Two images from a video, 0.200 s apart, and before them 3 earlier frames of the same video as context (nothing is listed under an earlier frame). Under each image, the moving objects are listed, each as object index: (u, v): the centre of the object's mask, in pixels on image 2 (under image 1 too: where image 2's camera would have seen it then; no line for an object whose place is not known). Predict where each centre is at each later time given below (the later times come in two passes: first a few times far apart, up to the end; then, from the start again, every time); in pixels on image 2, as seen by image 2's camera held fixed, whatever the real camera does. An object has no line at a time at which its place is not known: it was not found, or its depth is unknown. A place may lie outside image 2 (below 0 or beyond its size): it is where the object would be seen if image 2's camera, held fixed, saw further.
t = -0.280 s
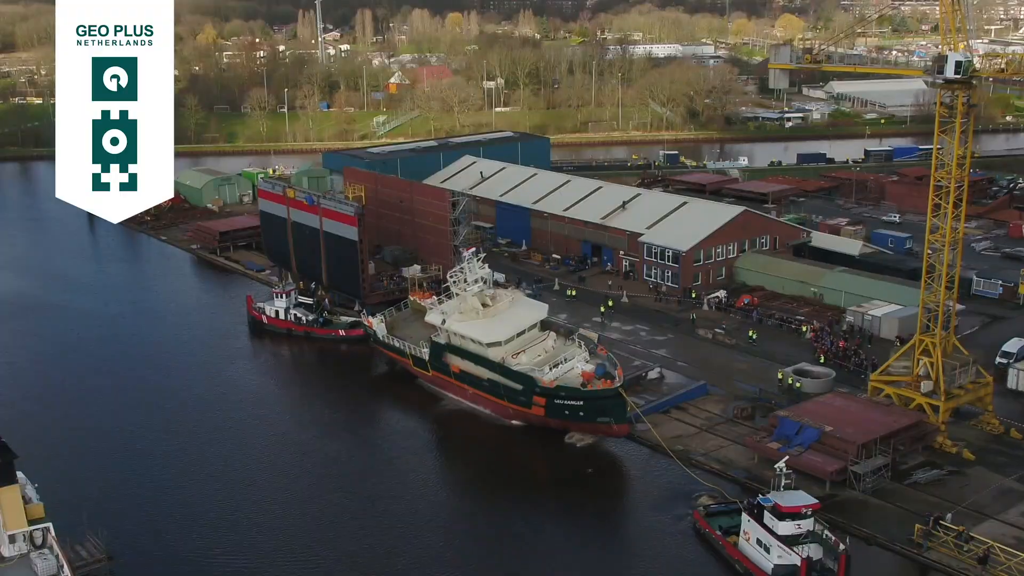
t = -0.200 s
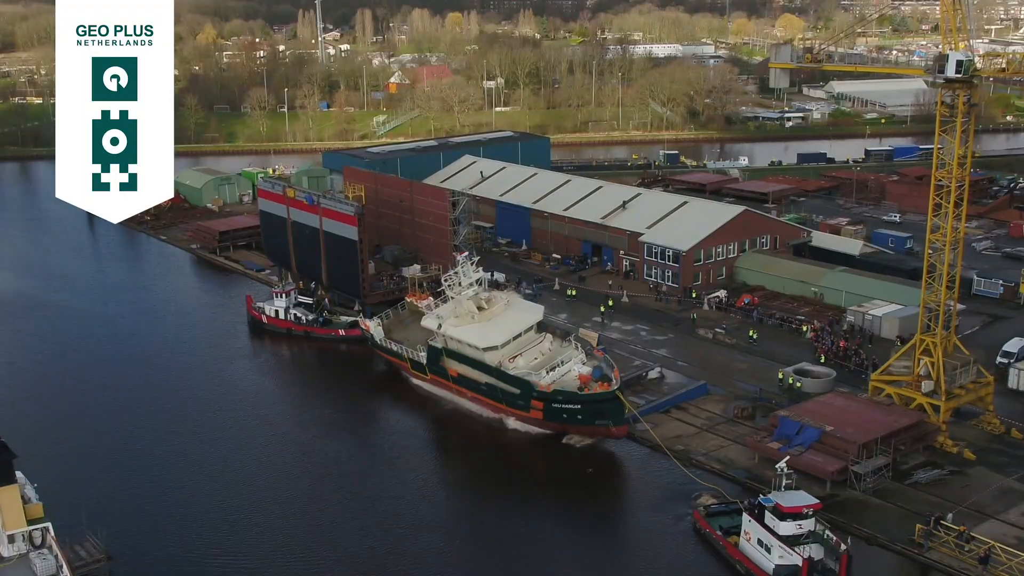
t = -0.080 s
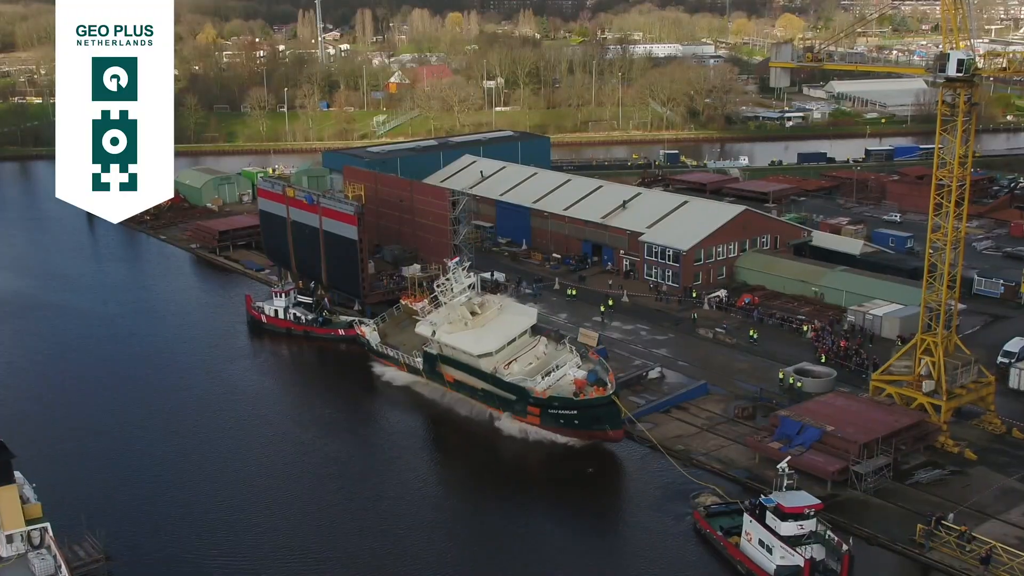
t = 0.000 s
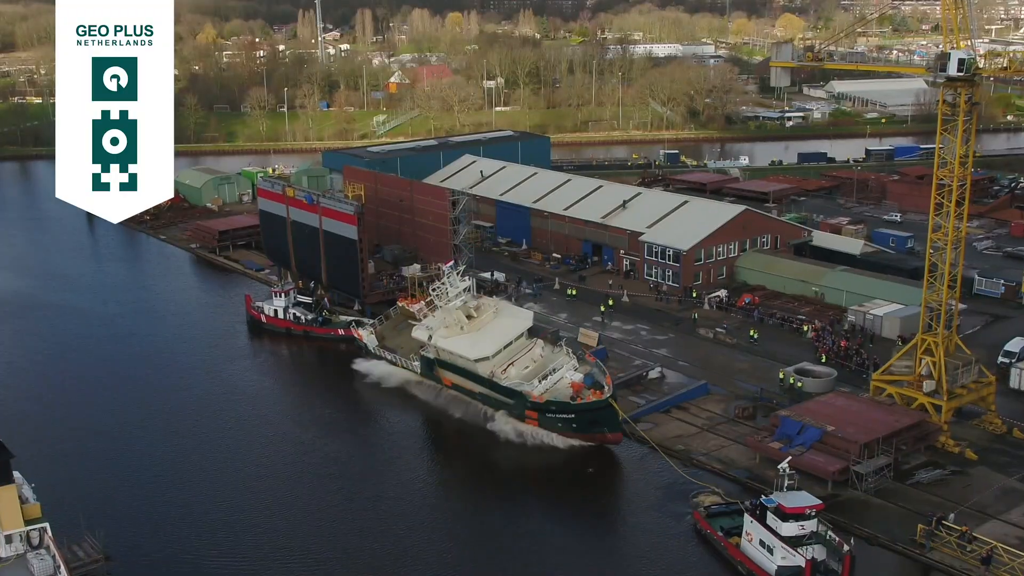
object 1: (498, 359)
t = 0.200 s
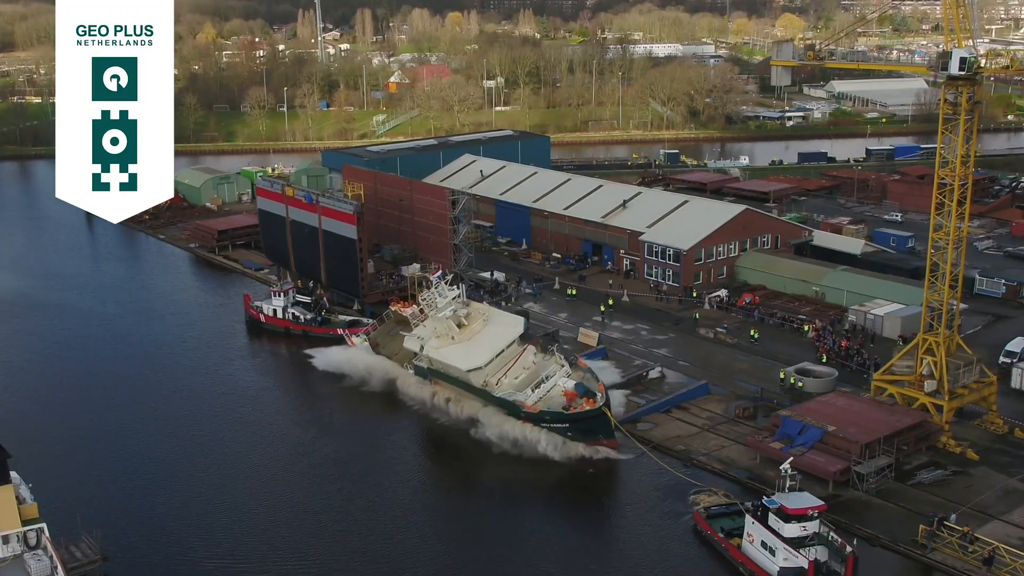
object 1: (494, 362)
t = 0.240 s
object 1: (493, 362)
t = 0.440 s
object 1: (488, 365)
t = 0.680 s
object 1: (479, 369)
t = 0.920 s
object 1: (481, 376)
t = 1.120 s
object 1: (477, 379)
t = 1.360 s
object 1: (472, 384)
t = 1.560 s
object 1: (469, 385)
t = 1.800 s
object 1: (465, 385)
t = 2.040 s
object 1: (465, 384)
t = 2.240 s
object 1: (464, 382)
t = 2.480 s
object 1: (465, 380)
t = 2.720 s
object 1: (465, 378)
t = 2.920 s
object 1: (465, 378)
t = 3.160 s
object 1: (465, 378)
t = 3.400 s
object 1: (465, 379)
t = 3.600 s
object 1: (465, 379)
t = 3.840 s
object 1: (466, 381)
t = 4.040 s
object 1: (467, 382)
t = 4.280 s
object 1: (467, 383)
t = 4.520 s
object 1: (465, 384)
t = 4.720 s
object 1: (463, 385)
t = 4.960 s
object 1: (464, 385)
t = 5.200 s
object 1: (463, 385)
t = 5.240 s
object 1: (463, 385)
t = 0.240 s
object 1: (493, 362)
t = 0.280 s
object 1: (492, 363)
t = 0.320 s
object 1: (491, 363)
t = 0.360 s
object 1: (491, 363)
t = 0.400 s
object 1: (490, 364)
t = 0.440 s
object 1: (488, 365)
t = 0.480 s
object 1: (486, 366)
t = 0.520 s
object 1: (485, 367)
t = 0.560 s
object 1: (483, 367)
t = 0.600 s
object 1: (482, 368)
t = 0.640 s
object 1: (481, 368)
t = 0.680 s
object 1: (479, 369)
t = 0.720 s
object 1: (479, 370)
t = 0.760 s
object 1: (478, 370)
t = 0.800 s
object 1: (477, 371)
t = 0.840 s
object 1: (476, 372)
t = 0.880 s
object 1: (476, 373)
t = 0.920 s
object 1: (481, 376)
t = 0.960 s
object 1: (481, 377)
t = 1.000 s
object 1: (480, 377)
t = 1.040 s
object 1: (477, 377)
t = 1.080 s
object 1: (477, 378)
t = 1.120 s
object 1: (477, 379)
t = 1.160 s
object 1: (476, 380)
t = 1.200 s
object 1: (475, 381)
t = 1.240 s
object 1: (473, 381)
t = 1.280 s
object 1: (473, 381)
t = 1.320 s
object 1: (473, 383)
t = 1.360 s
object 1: (472, 384)
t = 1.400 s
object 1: (472, 385)
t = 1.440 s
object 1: (471, 385)
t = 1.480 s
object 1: (472, 387)
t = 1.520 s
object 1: (471, 385)
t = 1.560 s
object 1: (469, 385)
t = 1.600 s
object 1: (468, 385)
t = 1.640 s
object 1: (468, 385)
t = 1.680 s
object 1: (466, 385)
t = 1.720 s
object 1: (466, 385)
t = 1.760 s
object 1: (465, 385)
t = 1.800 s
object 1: (465, 385)
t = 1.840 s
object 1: (465, 386)
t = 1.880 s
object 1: (464, 386)
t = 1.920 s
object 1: (466, 385)
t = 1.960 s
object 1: (466, 385)
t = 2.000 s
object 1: (465, 385)
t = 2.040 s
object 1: (465, 384)
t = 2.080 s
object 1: (464, 383)
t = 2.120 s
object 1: (464, 383)
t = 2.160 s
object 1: (464, 382)
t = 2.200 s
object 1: (465, 382)
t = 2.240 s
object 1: (464, 382)
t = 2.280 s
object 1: (464, 382)
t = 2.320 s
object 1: (464, 382)
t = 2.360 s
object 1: (464, 381)
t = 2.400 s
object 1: (464, 381)
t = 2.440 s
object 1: (464, 380)
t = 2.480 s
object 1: (465, 380)
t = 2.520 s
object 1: (465, 380)
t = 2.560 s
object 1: (465, 379)
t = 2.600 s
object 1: (464, 379)
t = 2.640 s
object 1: (464, 379)
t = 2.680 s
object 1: (465, 379)
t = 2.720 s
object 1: (465, 378)
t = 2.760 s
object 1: (465, 379)
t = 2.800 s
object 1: (464, 378)
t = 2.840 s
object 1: (465, 378)
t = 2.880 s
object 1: (466, 378)
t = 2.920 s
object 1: (465, 378)
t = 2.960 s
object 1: (465, 378)
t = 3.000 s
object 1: (465, 378)
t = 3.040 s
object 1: (465, 378)
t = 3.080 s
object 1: (465, 378)
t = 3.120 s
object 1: (465, 378)
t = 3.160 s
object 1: (465, 378)
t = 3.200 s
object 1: (465, 378)
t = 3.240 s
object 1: (466, 379)
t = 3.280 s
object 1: (466, 379)
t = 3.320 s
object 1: (466, 379)
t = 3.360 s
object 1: (465, 379)
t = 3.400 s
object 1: (465, 379)
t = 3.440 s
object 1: (465, 379)
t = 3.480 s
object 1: (464, 379)
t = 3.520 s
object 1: (465, 379)
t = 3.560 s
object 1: (465, 379)
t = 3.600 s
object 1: (465, 379)
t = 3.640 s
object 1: (465, 380)
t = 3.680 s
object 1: (466, 380)
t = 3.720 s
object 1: (466, 381)
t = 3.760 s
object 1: (465, 380)
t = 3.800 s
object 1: (466, 381)
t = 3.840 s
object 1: (466, 381)
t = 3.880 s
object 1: (466, 381)
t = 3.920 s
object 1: (467, 381)
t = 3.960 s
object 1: (467, 381)
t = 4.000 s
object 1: (467, 382)
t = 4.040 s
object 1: (467, 382)
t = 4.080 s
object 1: (467, 382)
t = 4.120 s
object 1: (467, 382)
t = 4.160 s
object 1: (467, 382)
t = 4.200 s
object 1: (467, 383)
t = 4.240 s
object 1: (467, 383)
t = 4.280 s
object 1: (467, 383)
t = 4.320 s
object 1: (467, 383)
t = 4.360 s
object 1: (466, 383)
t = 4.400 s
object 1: (466, 384)
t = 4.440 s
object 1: (466, 384)
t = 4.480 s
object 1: (466, 384)
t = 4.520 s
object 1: (465, 384)
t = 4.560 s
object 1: (462, 385)
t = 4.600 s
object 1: (462, 385)
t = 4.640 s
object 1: (463, 385)
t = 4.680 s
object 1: (463, 385)
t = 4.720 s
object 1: (463, 385)
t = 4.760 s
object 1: (463, 385)
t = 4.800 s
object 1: (463, 385)
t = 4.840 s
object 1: (463, 385)
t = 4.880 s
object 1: (463, 385)
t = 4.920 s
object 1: (463, 385)
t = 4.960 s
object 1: (464, 385)
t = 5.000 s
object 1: (463, 385)
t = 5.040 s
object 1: (463, 385)
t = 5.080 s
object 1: (463, 385)
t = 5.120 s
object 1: (463, 385)
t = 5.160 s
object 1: (463, 385)
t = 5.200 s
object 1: (463, 385)
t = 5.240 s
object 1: (463, 385)
